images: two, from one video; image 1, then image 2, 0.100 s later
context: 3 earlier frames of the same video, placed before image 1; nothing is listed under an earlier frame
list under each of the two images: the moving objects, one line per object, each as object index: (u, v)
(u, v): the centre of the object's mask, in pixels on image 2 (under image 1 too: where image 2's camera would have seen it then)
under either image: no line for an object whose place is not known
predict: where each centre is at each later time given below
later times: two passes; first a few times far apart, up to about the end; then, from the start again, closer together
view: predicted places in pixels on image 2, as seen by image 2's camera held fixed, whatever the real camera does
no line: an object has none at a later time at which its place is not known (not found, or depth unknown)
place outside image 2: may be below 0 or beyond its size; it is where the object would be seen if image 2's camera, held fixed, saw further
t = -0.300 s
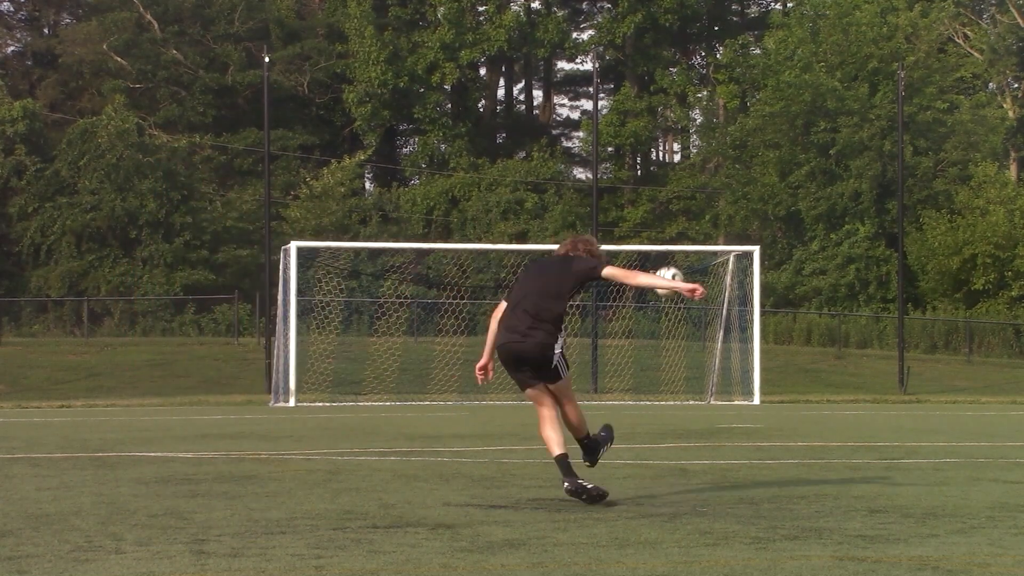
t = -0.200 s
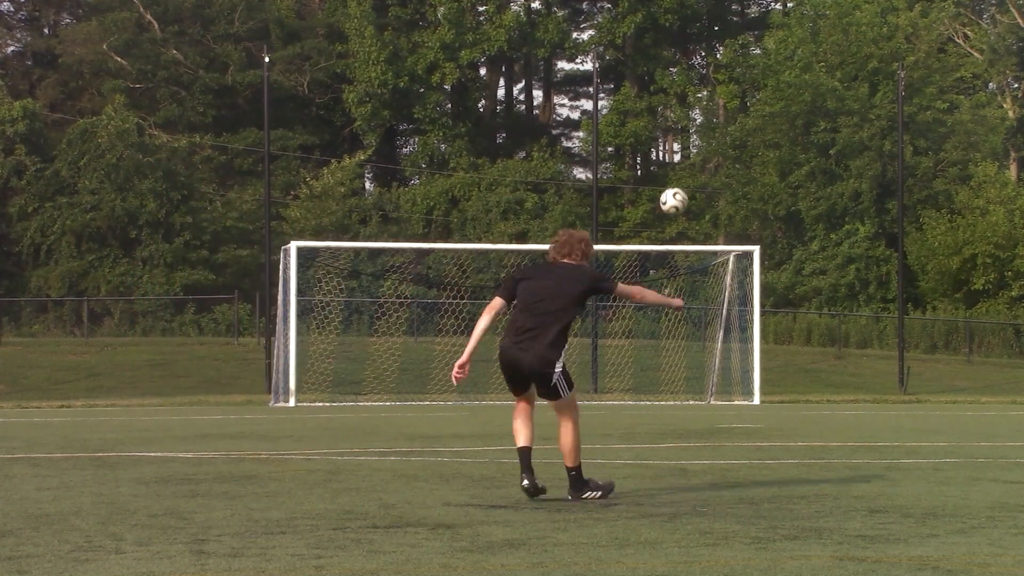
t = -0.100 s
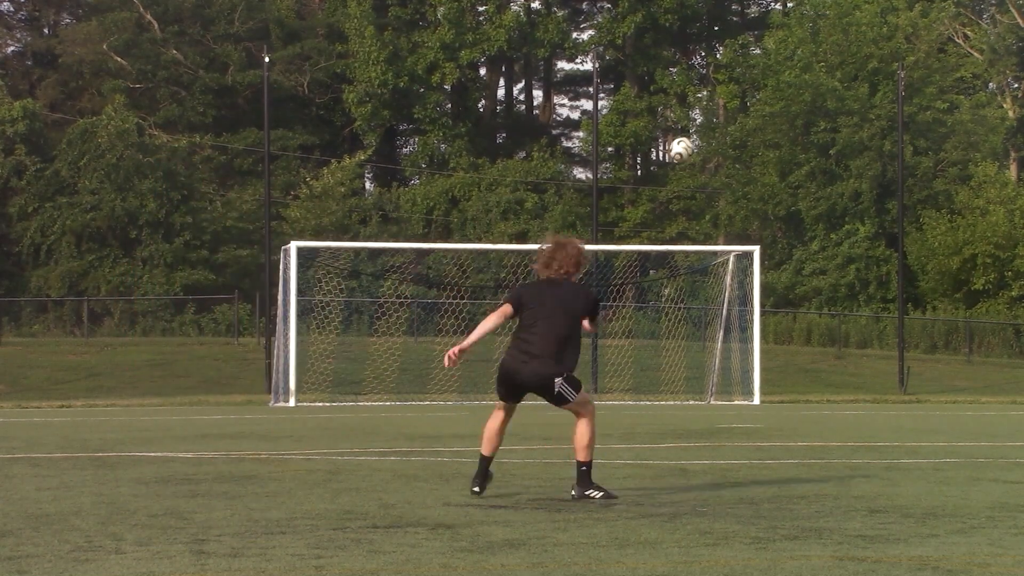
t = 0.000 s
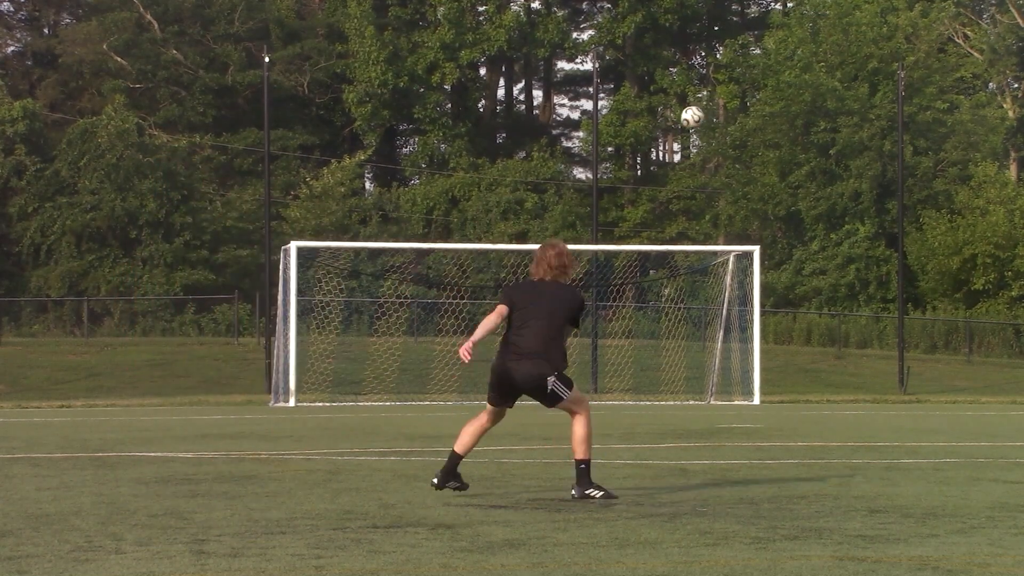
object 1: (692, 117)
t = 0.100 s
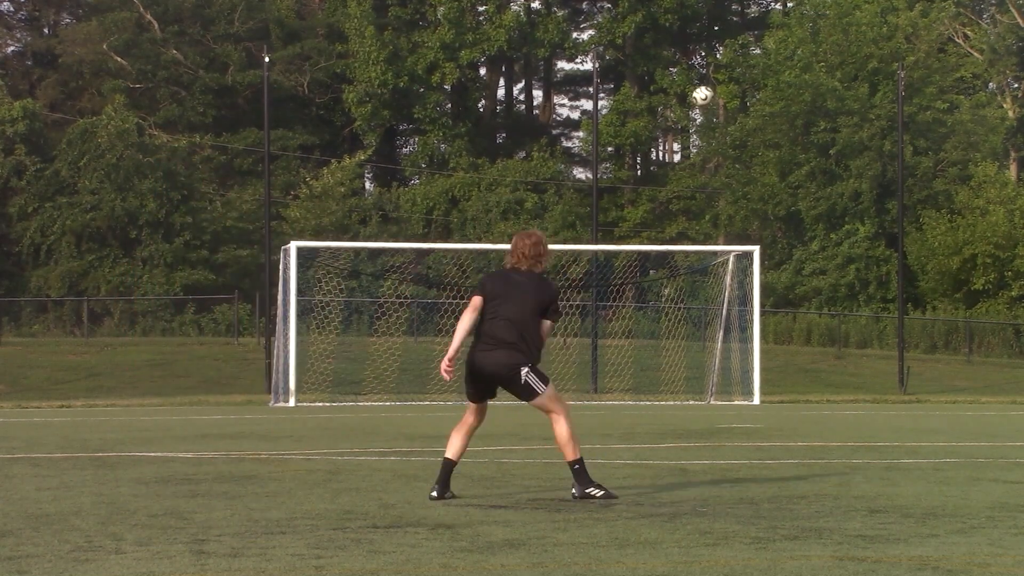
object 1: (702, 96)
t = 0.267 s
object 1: (721, 83)
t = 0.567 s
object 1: (759, 123)
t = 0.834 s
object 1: (786, 201)
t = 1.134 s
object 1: (817, 309)
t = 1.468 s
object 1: (841, 353)
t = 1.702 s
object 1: (854, 298)
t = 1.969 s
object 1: (878, 265)
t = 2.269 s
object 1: (906, 270)
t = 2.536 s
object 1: (931, 311)
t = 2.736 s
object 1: (951, 367)
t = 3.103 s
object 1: (975, 340)
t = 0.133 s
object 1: (706, 91)
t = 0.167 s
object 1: (710, 87)
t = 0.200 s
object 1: (714, 84)
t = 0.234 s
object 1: (717, 83)
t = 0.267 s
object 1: (721, 83)
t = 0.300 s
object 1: (725, 84)
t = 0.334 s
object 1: (730, 86)
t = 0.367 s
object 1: (734, 89)
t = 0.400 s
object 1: (739, 93)
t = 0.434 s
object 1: (743, 97)
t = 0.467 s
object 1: (747, 102)
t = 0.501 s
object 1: (751, 108)
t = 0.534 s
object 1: (755, 115)
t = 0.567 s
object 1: (759, 123)
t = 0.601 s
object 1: (763, 131)
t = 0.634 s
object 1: (766, 140)
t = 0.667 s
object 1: (770, 149)
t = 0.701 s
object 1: (773, 159)
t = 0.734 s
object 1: (777, 169)
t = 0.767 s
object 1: (780, 180)
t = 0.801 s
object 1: (783, 190)
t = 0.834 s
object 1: (786, 201)
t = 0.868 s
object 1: (790, 212)
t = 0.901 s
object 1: (794, 223)
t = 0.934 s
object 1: (797, 234)
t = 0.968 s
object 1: (800, 246)
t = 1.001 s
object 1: (804, 257)
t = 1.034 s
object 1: (808, 270)
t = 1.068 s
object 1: (811, 282)
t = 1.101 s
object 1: (814, 295)
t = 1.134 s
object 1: (817, 309)
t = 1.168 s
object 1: (821, 322)
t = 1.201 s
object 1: (824, 336)
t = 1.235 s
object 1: (827, 351)
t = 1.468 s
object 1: (841, 353)
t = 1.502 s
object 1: (842, 343)
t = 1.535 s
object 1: (843, 335)
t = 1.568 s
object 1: (844, 327)
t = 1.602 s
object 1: (846, 319)
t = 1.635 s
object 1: (848, 311)
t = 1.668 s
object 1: (851, 305)
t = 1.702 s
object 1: (854, 298)
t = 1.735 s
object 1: (856, 293)
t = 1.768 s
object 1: (859, 287)
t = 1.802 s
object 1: (862, 283)
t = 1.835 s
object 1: (865, 278)
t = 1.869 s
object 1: (868, 274)
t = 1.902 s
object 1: (871, 270)
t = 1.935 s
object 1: (874, 267)
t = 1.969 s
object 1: (878, 265)
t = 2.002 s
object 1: (881, 264)
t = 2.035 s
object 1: (883, 262)
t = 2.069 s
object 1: (887, 261)
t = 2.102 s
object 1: (890, 261)
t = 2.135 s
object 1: (893, 263)
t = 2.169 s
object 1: (896, 263)
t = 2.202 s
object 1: (899, 265)
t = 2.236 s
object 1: (903, 267)
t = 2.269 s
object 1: (906, 270)
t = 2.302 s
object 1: (909, 273)
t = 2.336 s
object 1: (912, 277)
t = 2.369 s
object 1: (915, 281)
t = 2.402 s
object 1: (918, 286)
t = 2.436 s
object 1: (922, 292)
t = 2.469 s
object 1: (925, 298)
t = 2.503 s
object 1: (928, 304)
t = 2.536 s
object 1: (931, 311)
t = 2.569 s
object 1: (935, 319)
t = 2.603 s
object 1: (938, 328)
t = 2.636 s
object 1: (941, 337)
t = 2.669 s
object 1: (944, 346)
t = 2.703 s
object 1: (947, 356)
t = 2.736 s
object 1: (951, 367)
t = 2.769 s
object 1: (954, 378)
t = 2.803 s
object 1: (957, 390)
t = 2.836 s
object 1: (959, 392)
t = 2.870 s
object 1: (961, 383)
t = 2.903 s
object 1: (964, 375)
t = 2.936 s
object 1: (965, 368)
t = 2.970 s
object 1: (967, 361)
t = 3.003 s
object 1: (969, 354)
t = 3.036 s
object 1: (971, 349)
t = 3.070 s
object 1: (974, 344)
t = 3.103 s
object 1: (975, 340)
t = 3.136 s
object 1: (977, 336)
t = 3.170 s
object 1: (979, 332)
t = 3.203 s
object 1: (981, 329)
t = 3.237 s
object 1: (983, 327)
